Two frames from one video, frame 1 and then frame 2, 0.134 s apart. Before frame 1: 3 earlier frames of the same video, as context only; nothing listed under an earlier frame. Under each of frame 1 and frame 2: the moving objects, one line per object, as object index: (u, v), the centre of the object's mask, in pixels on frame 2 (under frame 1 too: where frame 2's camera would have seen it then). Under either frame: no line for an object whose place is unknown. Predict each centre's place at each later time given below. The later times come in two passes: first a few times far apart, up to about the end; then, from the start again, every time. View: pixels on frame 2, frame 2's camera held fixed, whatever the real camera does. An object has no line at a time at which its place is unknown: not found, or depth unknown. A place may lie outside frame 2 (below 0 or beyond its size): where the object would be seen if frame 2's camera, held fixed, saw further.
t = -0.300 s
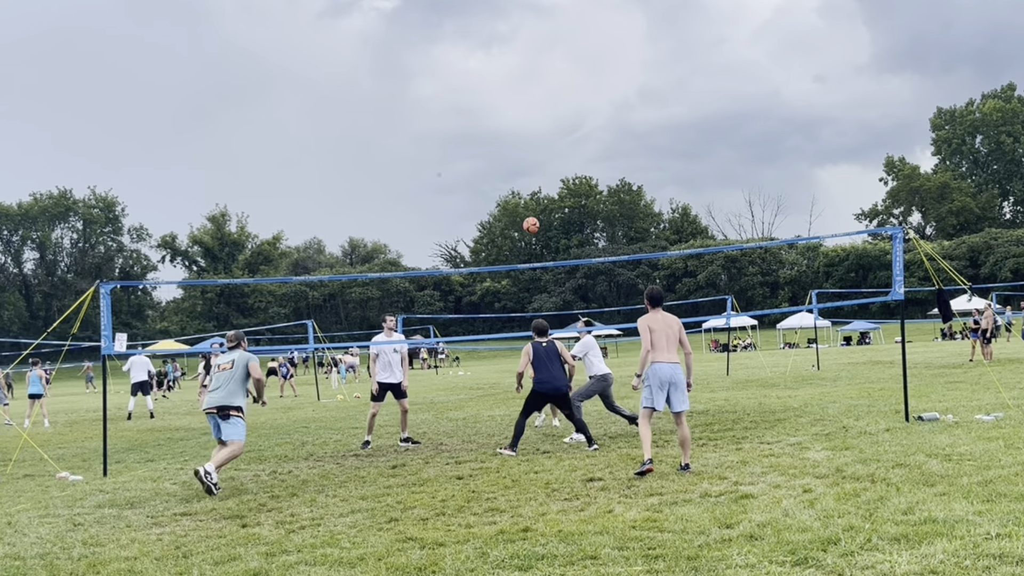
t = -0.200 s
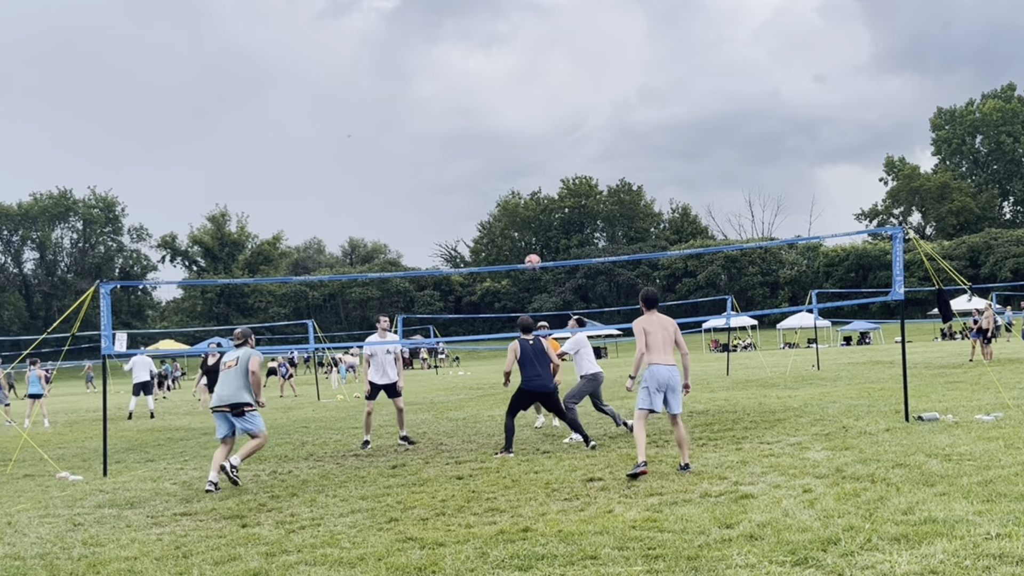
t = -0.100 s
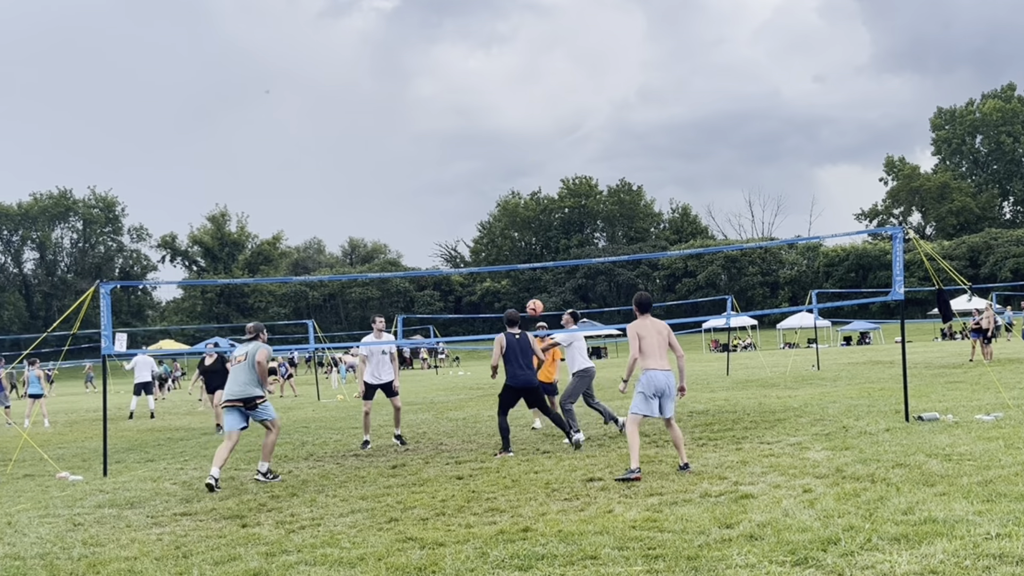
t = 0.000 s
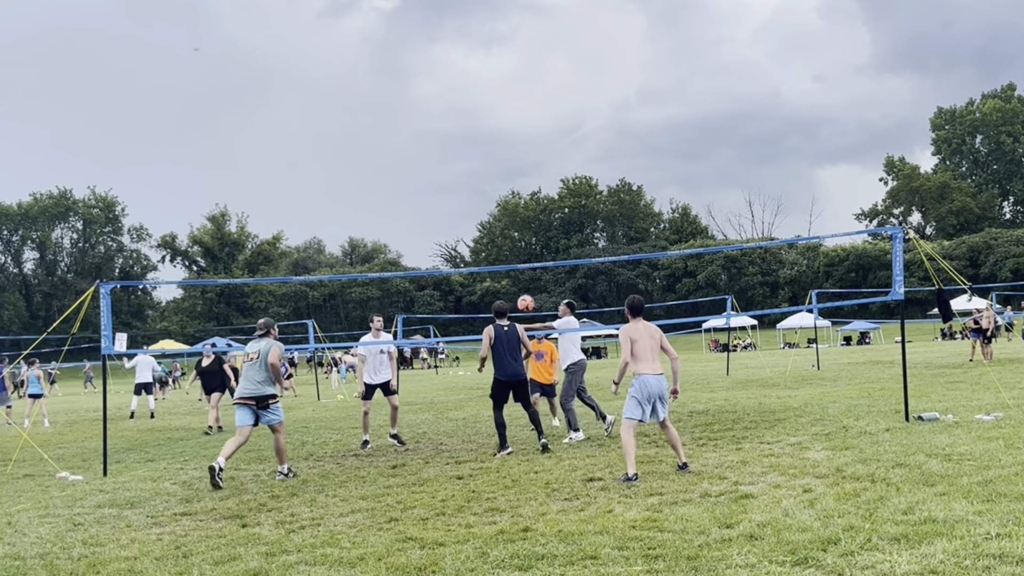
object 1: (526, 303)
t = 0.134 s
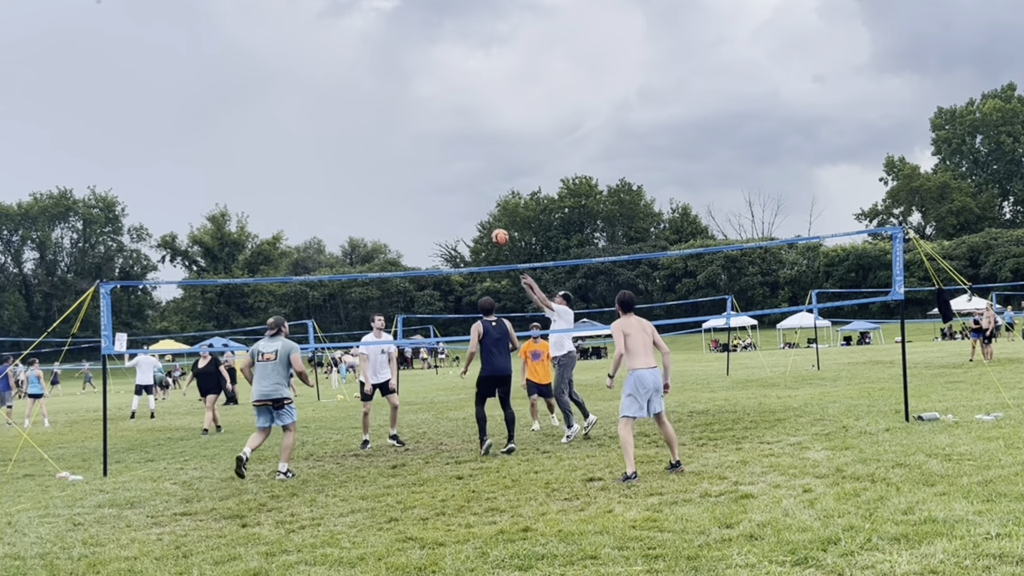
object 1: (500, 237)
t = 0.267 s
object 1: (475, 186)
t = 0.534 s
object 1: (430, 127)
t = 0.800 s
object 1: (390, 123)
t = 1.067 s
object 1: (355, 172)
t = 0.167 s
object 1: (494, 223)
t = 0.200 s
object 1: (487, 210)
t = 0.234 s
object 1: (481, 198)
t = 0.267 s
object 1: (475, 186)
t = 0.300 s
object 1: (469, 175)
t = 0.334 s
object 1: (463, 166)
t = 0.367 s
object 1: (457, 157)
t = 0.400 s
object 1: (451, 149)
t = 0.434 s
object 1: (446, 143)
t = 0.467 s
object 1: (441, 137)
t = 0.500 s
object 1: (435, 131)
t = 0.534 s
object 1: (430, 127)
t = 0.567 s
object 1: (424, 123)
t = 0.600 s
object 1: (419, 121)
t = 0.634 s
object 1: (414, 119)
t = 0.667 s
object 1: (409, 119)
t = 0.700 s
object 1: (404, 119)
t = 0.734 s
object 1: (399, 119)
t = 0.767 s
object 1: (394, 121)
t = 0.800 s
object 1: (390, 123)
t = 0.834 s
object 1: (385, 127)
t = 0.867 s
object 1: (380, 131)
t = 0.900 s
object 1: (376, 136)
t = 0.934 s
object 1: (372, 141)
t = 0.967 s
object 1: (367, 148)
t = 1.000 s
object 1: (363, 155)
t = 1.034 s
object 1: (359, 163)
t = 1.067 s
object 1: (355, 172)
